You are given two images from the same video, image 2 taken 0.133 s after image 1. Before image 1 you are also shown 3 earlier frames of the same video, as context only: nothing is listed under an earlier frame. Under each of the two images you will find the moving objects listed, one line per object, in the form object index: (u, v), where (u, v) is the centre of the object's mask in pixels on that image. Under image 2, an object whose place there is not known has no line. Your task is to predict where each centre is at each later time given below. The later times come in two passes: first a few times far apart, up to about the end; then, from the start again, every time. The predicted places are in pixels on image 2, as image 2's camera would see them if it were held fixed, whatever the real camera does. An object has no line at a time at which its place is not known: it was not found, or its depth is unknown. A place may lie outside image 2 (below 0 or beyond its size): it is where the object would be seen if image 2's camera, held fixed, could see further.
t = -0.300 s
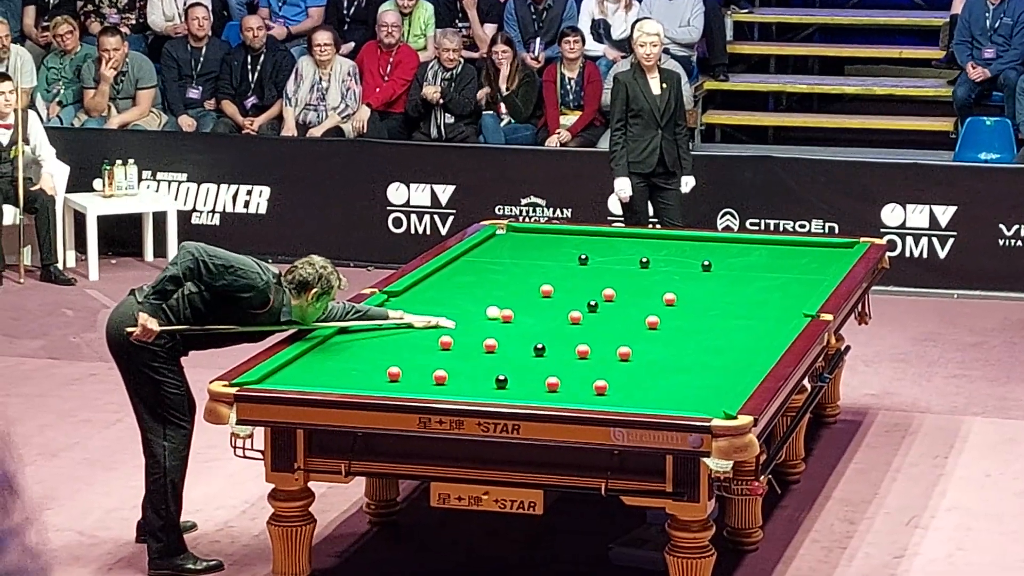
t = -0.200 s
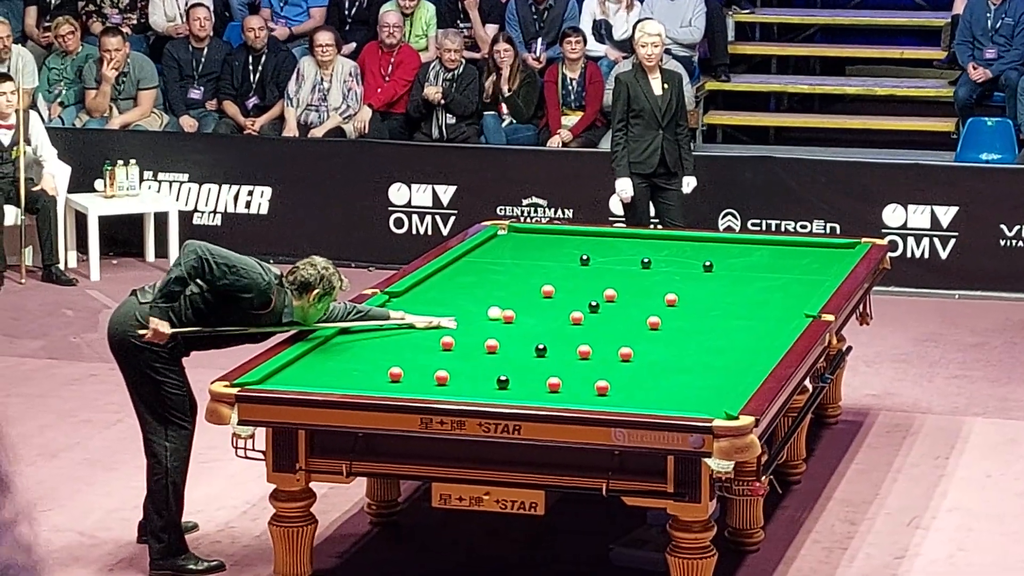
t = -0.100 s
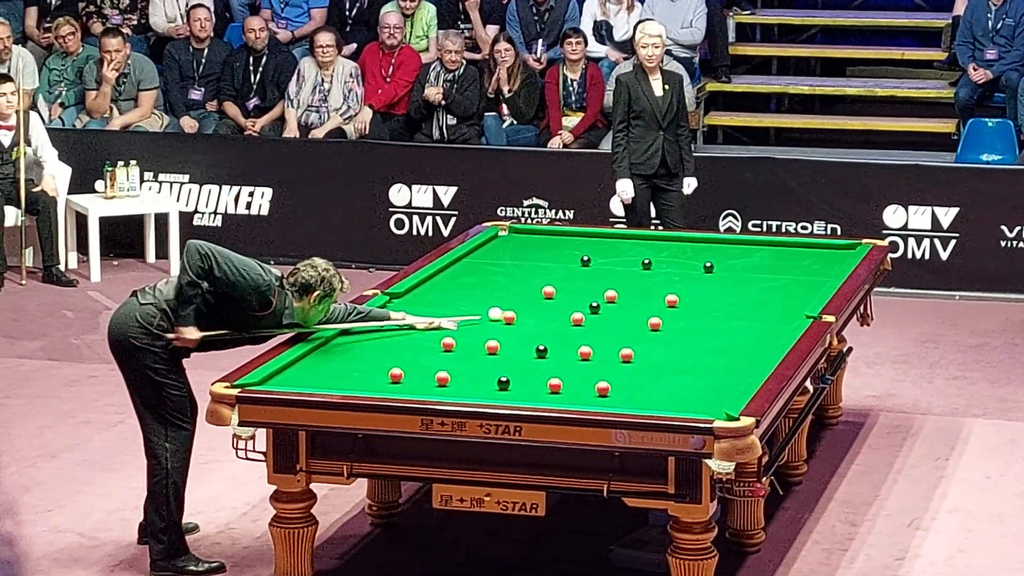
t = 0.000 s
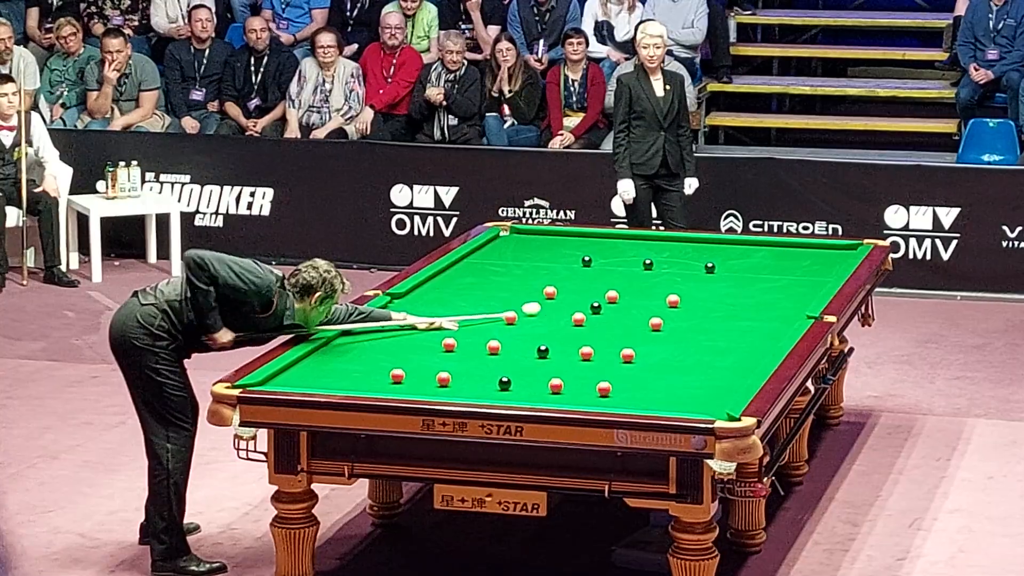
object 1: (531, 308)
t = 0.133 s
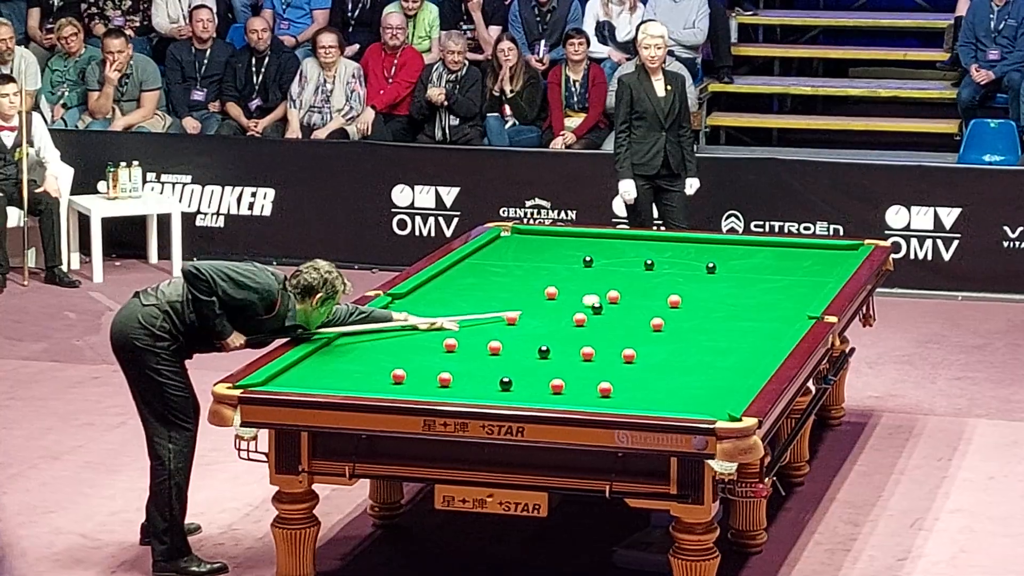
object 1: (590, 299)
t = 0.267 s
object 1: (610, 299)
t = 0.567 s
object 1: (623, 301)
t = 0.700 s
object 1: (628, 302)
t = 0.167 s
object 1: (604, 298)
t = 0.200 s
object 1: (607, 299)
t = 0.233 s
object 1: (609, 299)
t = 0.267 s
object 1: (610, 299)
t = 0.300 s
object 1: (612, 299)
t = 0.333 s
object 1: (613, 300)
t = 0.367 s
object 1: (615, 300)
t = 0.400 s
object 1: (616, 300)
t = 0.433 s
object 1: (618, 300)
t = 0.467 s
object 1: (619, 300)
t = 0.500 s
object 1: (620, 301)
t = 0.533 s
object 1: (622, 301)
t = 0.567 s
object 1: (623, 301)
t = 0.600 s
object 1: (624, 301)
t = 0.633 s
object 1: (626, 301)
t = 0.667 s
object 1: (627, 302)
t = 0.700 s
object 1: (628, 302)
